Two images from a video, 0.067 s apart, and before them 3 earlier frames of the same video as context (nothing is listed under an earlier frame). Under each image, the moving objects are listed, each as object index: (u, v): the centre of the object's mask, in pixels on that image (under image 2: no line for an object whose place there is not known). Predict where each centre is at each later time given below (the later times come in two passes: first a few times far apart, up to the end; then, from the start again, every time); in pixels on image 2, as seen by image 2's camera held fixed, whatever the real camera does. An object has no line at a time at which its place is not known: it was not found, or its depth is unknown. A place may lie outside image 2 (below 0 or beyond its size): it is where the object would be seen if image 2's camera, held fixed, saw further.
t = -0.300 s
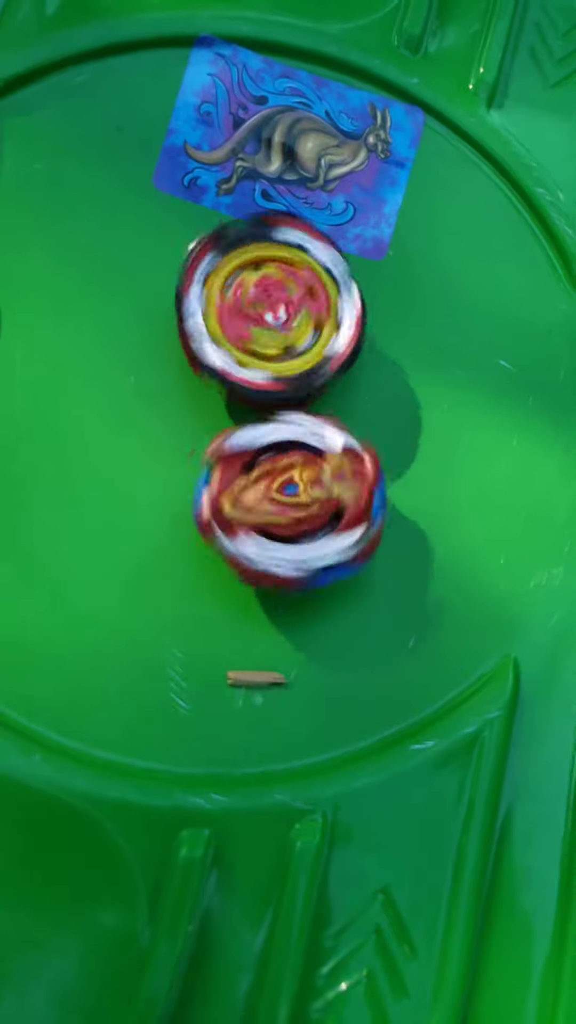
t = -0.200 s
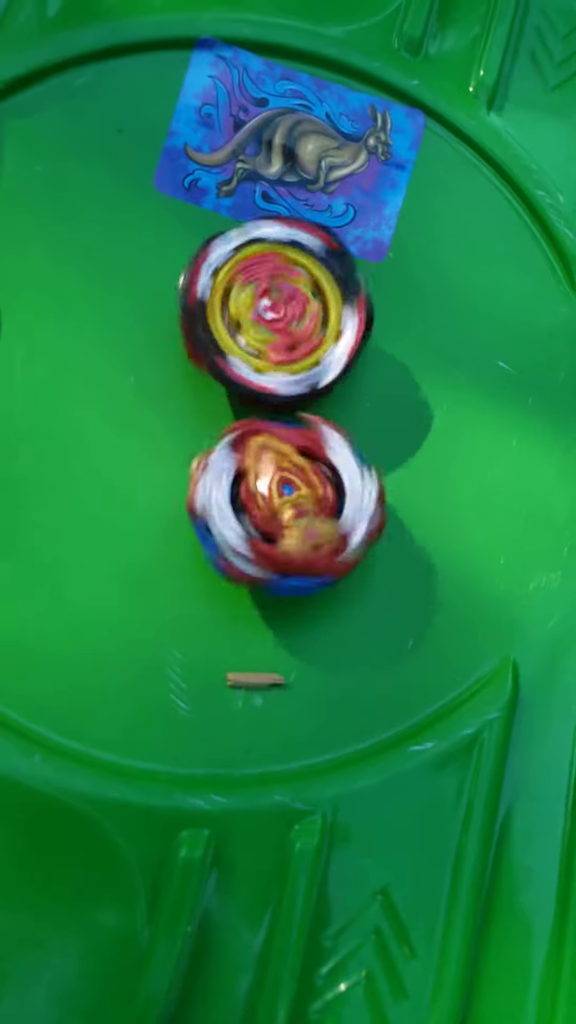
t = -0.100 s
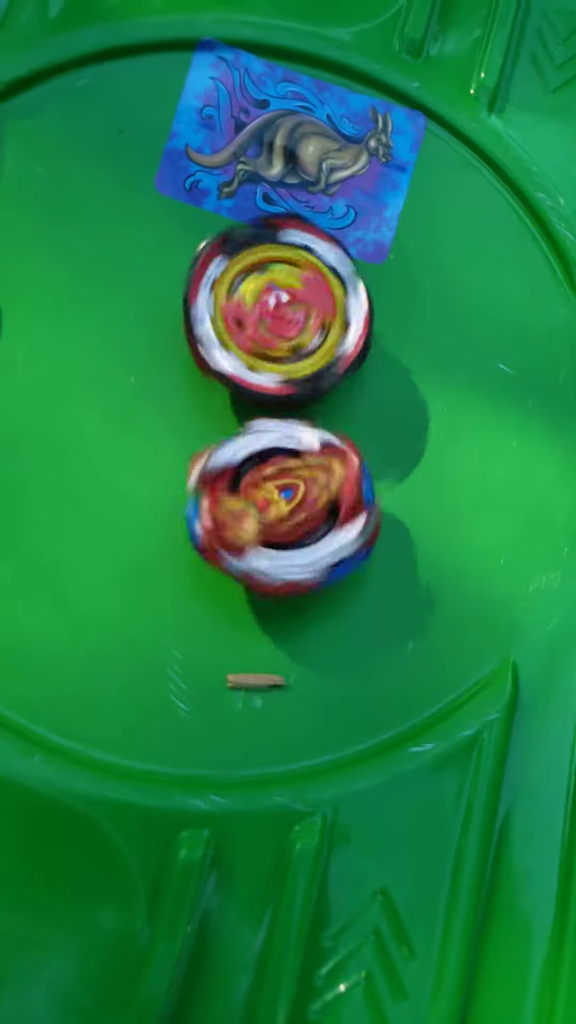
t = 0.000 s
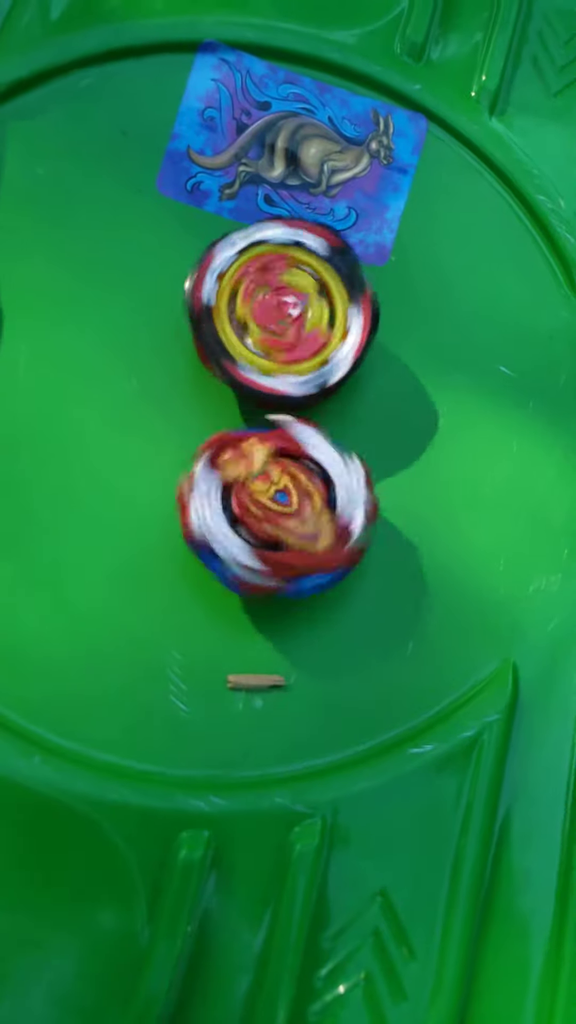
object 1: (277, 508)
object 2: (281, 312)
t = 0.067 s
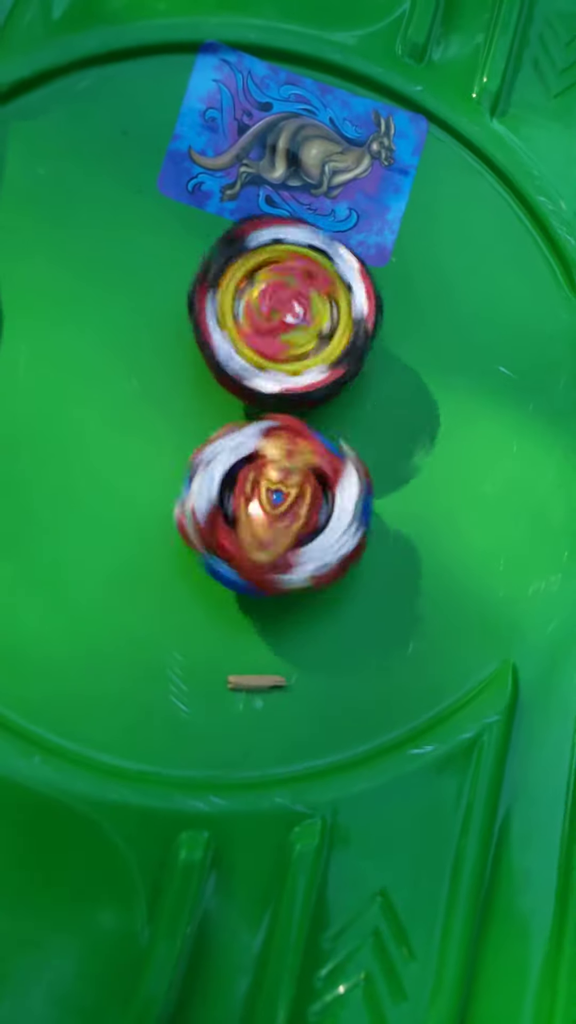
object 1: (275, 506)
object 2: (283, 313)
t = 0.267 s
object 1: (266, 507)
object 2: (290, 312)
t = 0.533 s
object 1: (254, 503)
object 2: (297, 309)
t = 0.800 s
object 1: (244, 503)
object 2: (306, 309)
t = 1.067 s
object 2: (315, 312)
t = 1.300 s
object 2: (321, 312)
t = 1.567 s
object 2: (328, 314)
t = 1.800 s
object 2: (336, 318)
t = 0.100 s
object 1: (274, 506)
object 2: (284, 311)
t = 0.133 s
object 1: (273, 507)
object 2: (286, 311)
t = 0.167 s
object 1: (271, 507)
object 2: (288, 312)
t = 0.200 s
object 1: (269, 508)
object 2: (290, 312)
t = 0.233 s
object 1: (267, 508)
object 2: (290, 312)
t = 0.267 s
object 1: (266, 507)
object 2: (290, 312)
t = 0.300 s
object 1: (265, 507)
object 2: (291, 311)
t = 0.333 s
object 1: (263, 507)
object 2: (292, 311)
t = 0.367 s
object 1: (262, 508)
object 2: (293, 311)
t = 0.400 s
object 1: (259, 508)
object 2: (294, 310)
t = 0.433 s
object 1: (257, 507)
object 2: (294, 310)
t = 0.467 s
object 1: (255, 505)
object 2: (294, 311)
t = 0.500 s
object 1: (254, 504)
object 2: (295, 310)
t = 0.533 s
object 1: (254, 503)
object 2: (297, 309)
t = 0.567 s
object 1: (253, 503)
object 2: (299, 310)
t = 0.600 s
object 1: (252, 504)
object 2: (300, 310)
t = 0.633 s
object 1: (249, 504)
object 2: (301, 311)
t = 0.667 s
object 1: (247, 504)
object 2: (301, 311)
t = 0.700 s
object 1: (246, 503)
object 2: (302, 311)
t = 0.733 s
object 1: (246, 502)
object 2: (303, 310)
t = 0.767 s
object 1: (244, 502)
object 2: (305, 310)
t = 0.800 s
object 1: (244, 503)
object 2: (306, 309)
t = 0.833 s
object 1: (242, 503)
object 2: (306, 310)
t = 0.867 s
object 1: (240, 502)
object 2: (307, 311)
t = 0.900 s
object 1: (237, 501)
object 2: (308, 310)
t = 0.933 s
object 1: (237, 499)
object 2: (310, 309)
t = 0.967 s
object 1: (237, 497)
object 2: (313, 310)
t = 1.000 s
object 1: (236, 497)
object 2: (314, 311)
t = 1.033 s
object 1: (236, 497)
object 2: (316, 310)
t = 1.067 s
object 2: (315, 312)
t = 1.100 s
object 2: (316, 312)
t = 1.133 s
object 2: (317, 311)
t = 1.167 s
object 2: (319, 311)
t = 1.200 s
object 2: (319, 312)
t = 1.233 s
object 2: (320, 311)
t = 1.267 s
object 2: (320, 312)
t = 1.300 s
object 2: (321, 312)
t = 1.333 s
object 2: (322, 311)
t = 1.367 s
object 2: (324, 312)
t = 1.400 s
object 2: (326, 313)
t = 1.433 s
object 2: (327, 313)
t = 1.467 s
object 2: (327, 315)
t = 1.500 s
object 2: (326, 314)
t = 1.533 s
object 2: (327, 314)
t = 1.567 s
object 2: (328, 314)
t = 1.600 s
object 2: (329, 315)
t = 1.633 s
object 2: (330, 316)
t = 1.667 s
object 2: (330, 316)
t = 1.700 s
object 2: (331, 317)
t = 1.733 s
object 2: (332, 316)
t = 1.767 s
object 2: (334, 317)
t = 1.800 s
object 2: (336, 318)
